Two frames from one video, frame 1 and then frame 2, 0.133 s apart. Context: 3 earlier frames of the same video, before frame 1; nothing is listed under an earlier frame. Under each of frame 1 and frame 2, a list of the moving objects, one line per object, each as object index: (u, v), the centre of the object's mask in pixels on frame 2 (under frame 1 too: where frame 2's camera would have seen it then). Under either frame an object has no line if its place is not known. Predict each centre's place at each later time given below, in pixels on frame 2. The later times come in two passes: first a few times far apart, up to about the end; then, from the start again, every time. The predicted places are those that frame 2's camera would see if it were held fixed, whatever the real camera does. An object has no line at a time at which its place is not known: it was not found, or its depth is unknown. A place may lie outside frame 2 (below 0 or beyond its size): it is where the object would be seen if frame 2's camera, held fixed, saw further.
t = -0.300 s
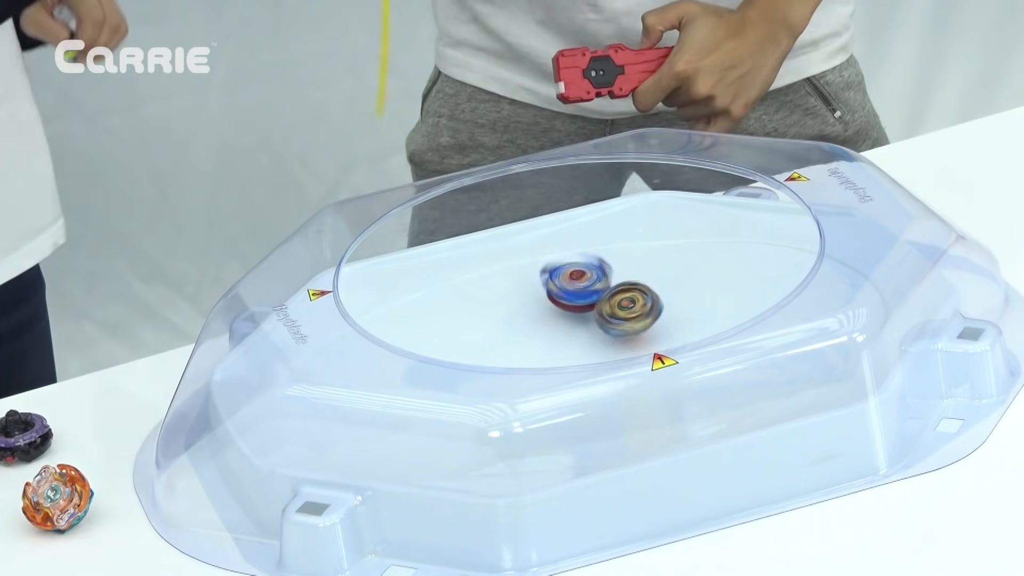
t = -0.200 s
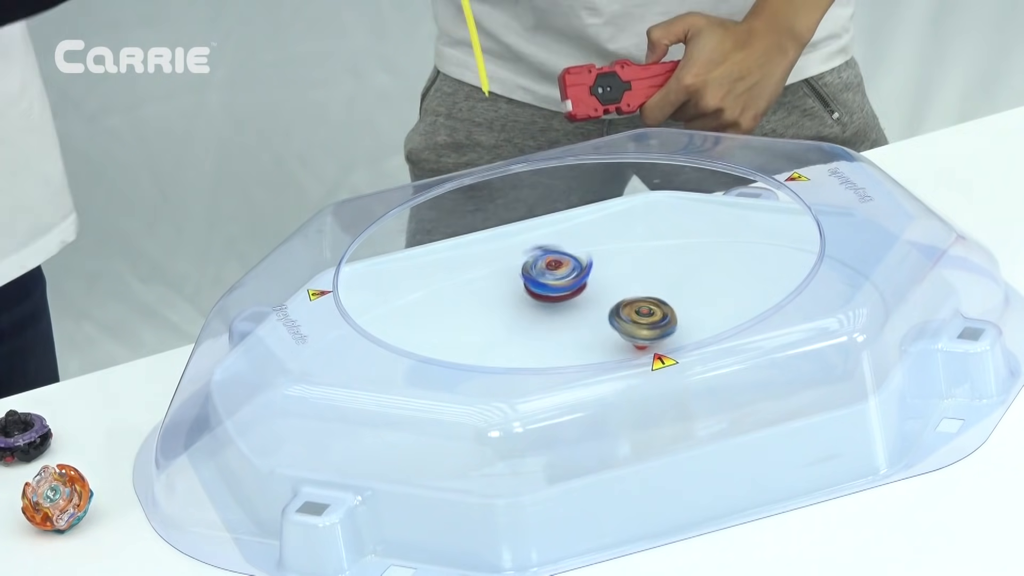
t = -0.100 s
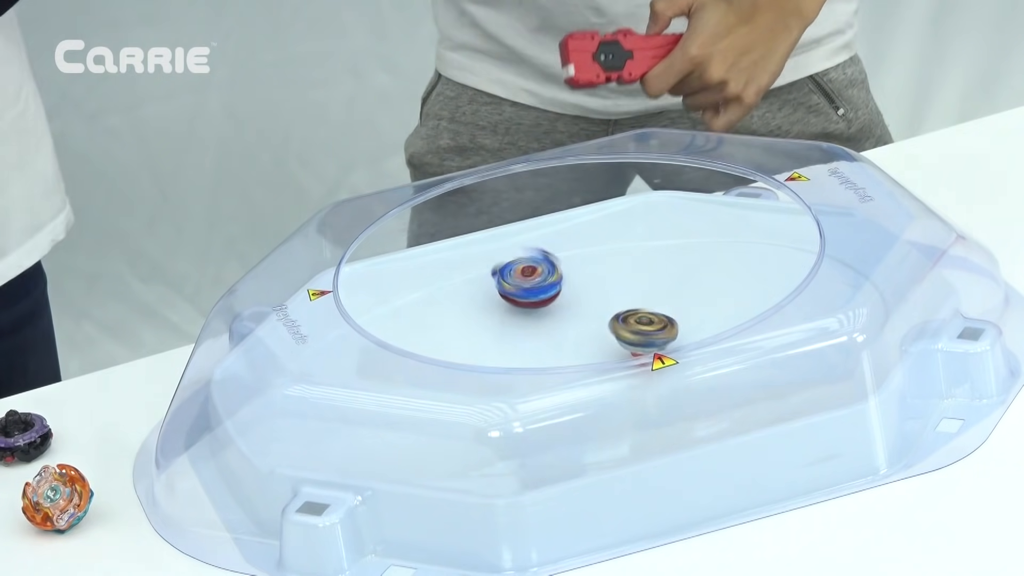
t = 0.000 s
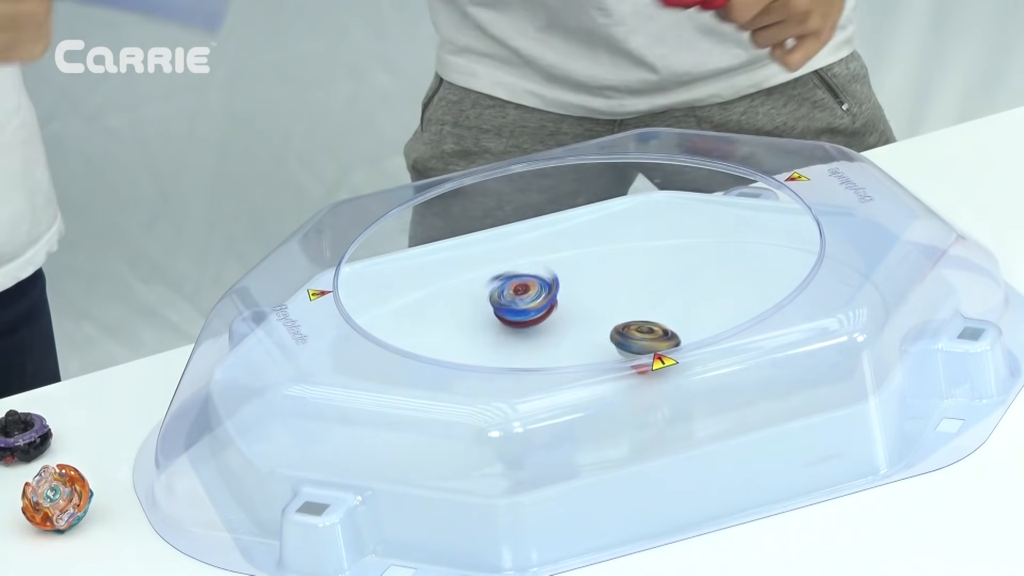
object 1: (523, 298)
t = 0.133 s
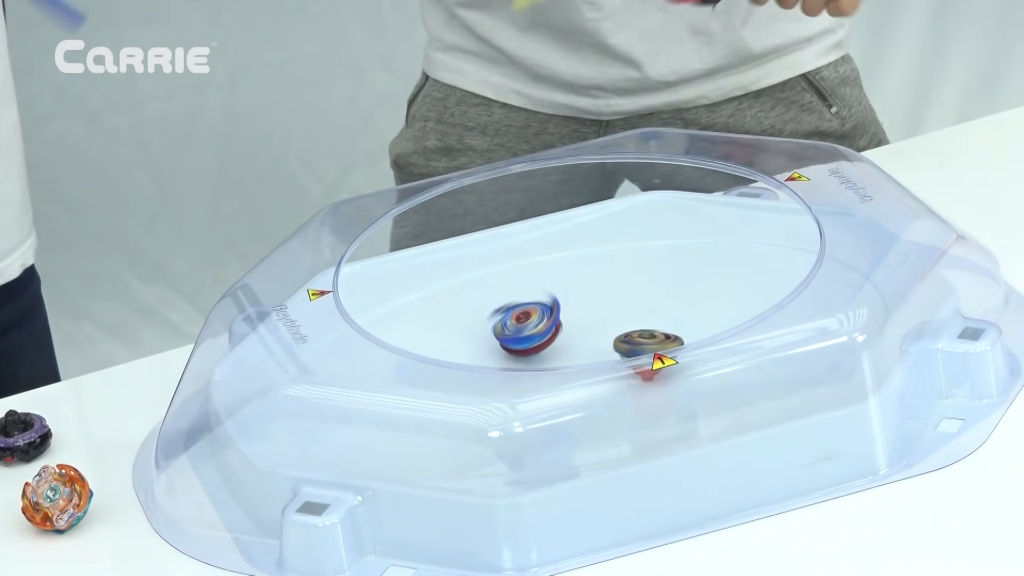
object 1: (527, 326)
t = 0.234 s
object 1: (530, 345)
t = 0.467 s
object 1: (520, 382)
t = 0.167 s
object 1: (528, 333)
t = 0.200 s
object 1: (529, 340)
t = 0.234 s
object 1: (530, 345)
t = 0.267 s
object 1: (532, 349)
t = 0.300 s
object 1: (533, 352)
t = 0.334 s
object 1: (531, 364)
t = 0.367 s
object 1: (530, 368)
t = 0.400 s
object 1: (527, 375)
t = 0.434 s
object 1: (524, 380)
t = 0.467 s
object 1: (520, 382)
